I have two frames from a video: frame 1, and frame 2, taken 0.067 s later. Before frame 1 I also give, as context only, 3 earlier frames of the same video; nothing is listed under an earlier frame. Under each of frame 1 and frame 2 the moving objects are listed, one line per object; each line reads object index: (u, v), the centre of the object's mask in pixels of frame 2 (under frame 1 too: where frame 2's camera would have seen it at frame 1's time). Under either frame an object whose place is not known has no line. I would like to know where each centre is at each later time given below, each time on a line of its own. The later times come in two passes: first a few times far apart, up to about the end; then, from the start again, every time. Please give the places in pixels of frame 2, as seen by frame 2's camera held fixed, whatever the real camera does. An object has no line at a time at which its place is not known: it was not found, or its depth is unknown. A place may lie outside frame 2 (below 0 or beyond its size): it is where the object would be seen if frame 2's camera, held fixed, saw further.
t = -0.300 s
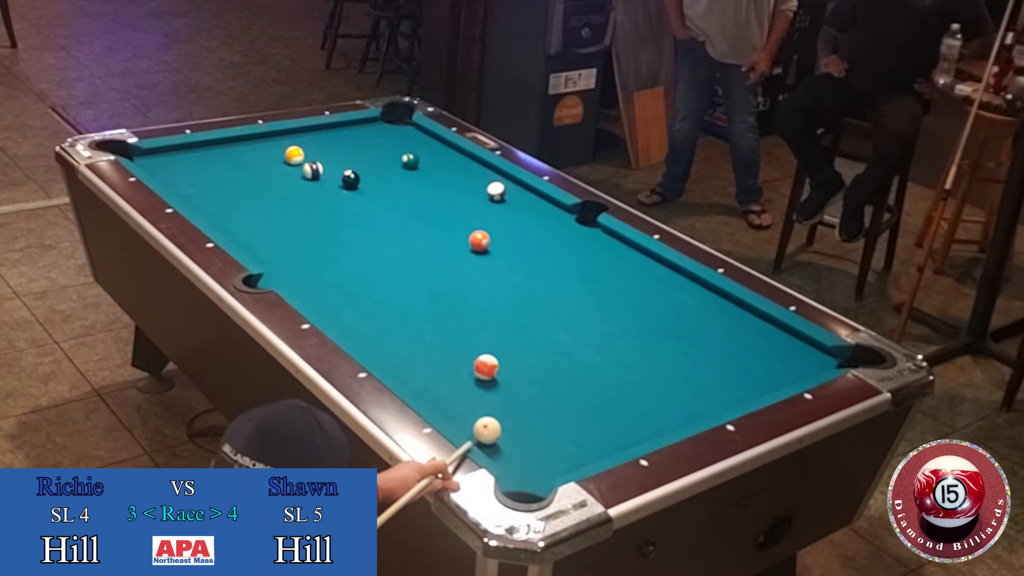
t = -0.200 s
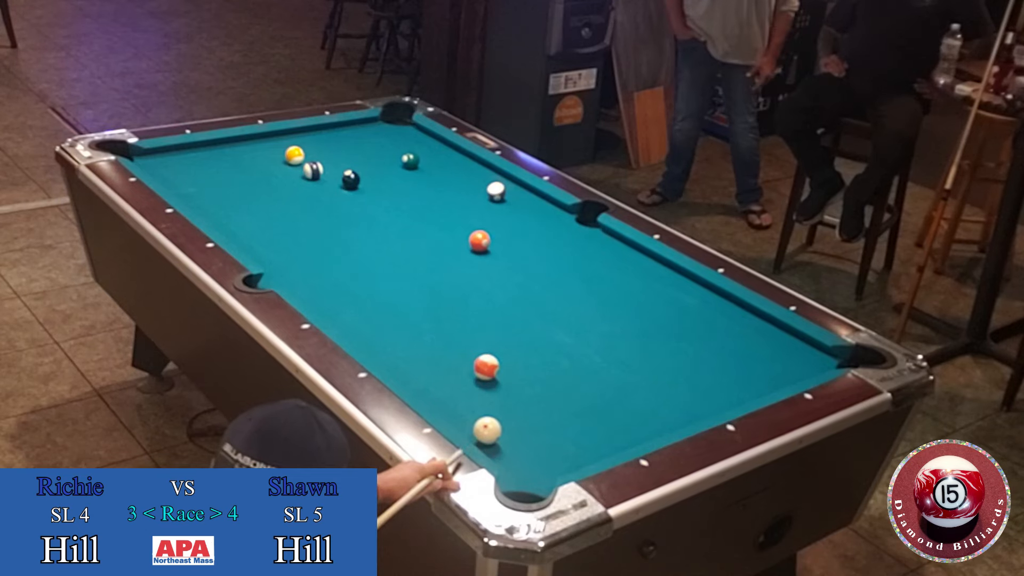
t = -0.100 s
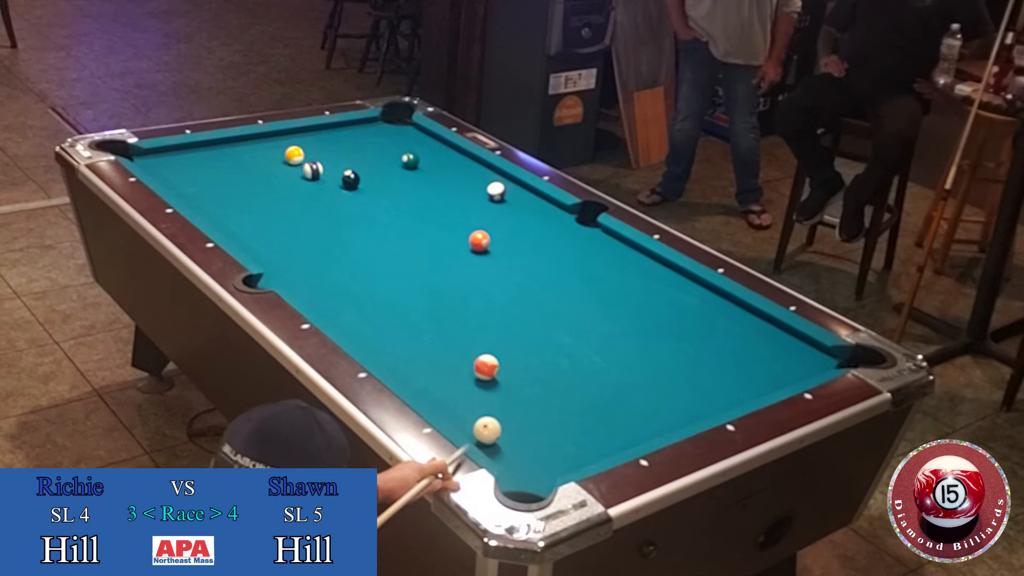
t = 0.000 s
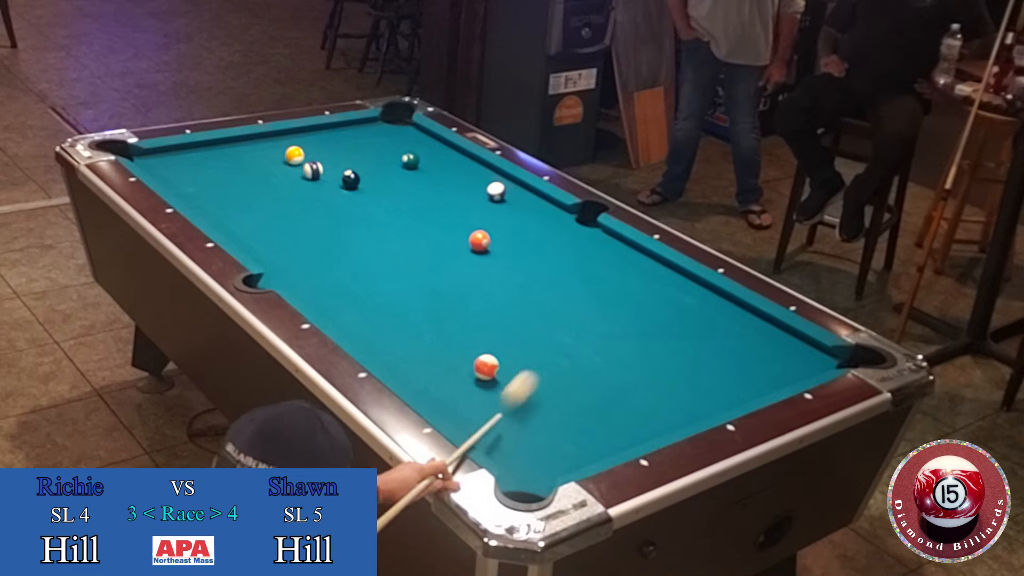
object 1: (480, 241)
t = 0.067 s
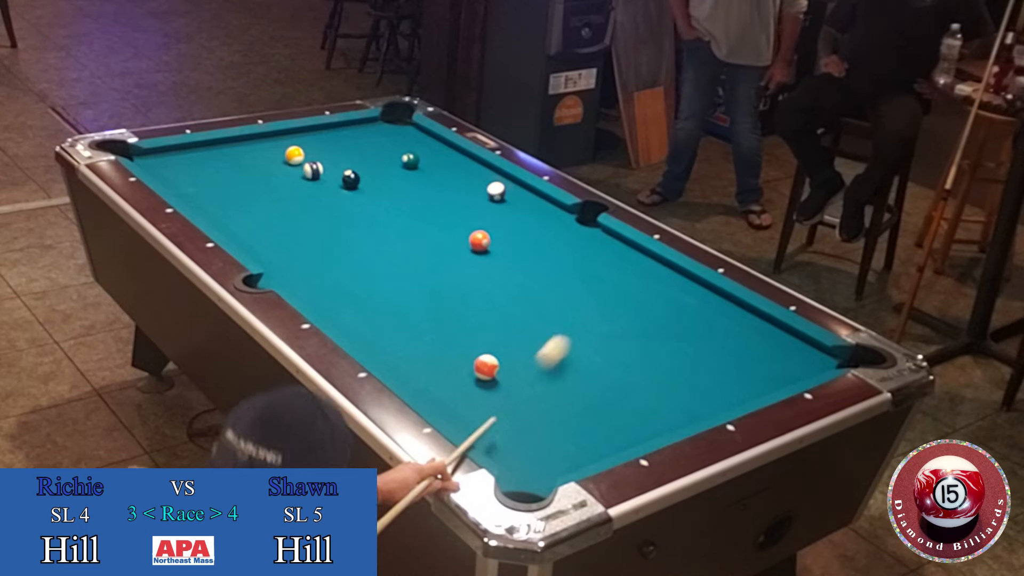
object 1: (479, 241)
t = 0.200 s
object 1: (479, 241)
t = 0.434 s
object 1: (479, 241)
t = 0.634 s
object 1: (472, 234)
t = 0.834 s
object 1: (453, 225)
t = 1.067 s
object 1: (434, 213)
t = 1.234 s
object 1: (421, 205)
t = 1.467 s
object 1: (405, 195)
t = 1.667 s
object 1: (392, 187)
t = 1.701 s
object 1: (391, 185)
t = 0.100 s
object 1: (480, 241)
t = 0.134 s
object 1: (479, 241)
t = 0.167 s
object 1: (480, 241)
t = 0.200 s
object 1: (479, 241)
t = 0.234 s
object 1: (480, 241)
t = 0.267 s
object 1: (479, 241)
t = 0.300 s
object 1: (479, 241)
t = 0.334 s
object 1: (479, 241)
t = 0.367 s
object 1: (479, 241)
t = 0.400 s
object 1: (479, 241)
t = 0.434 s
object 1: (479, 241)
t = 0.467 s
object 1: (479, 241)
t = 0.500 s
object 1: (479, 241)
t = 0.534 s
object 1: (480, 241)
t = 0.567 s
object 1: (478, 240)
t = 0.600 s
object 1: (475, 236)
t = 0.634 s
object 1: (472, 234)
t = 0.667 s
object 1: (468, 233)
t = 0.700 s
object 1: (465, 232)
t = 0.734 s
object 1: (462, 230)
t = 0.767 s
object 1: (459, 229)
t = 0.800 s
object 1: (456, 227)
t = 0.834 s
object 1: (453, 225)
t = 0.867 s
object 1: (450, 223)
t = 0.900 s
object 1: (448, 221)
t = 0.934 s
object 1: (445, 219)
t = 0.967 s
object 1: (442, 218)
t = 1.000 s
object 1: (439, 216)
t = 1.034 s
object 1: (437, 215)
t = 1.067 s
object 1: (434, 213)
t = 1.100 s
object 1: (431, 211)
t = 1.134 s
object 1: (429, 209)
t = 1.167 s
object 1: (426, 208)
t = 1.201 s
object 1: (424, 206)
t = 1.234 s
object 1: (421, 205)
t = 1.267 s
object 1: (419, 203)
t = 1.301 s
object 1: (416, 202)
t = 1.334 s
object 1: (414, 200)
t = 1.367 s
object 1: (412, 199)
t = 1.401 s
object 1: (409, 197)
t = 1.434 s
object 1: (407, 196)
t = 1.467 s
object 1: (405, 195)
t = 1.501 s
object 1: (403, 193)
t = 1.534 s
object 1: (401, 192)
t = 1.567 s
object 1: (398, 191)
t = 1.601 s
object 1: (397, 189)
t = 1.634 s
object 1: (395, 188)
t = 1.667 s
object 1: (392, 187)
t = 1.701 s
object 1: (391, 185)
